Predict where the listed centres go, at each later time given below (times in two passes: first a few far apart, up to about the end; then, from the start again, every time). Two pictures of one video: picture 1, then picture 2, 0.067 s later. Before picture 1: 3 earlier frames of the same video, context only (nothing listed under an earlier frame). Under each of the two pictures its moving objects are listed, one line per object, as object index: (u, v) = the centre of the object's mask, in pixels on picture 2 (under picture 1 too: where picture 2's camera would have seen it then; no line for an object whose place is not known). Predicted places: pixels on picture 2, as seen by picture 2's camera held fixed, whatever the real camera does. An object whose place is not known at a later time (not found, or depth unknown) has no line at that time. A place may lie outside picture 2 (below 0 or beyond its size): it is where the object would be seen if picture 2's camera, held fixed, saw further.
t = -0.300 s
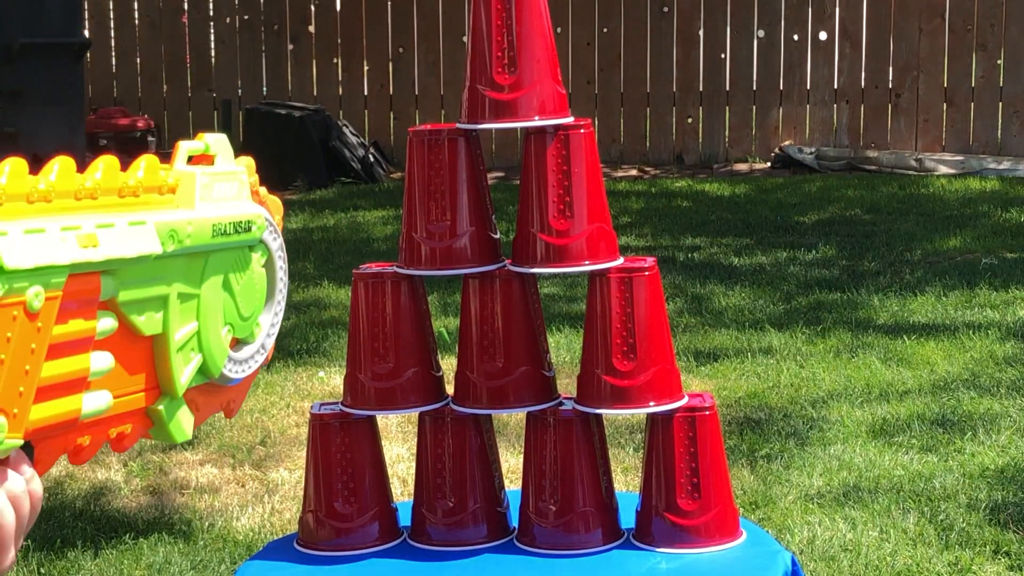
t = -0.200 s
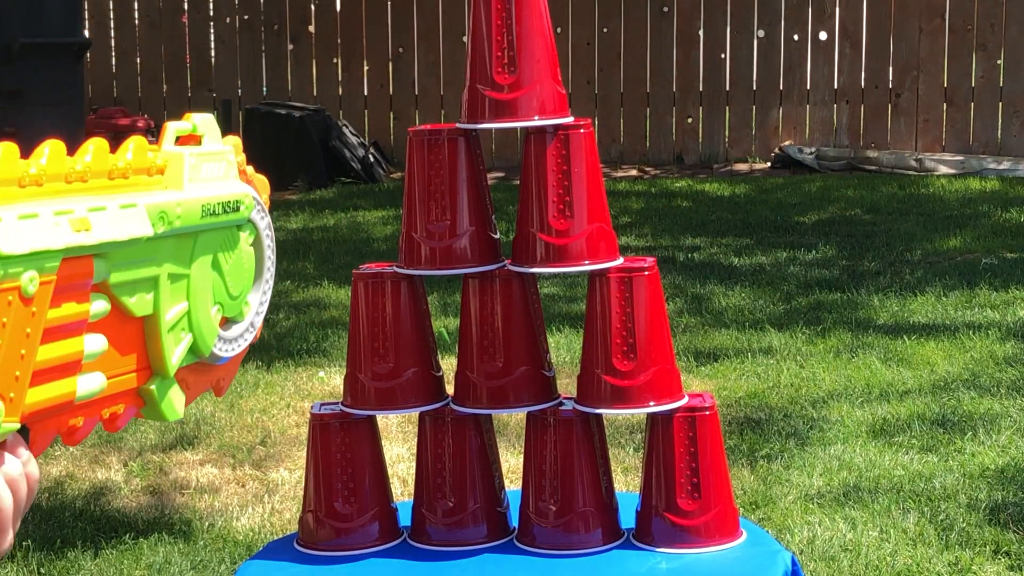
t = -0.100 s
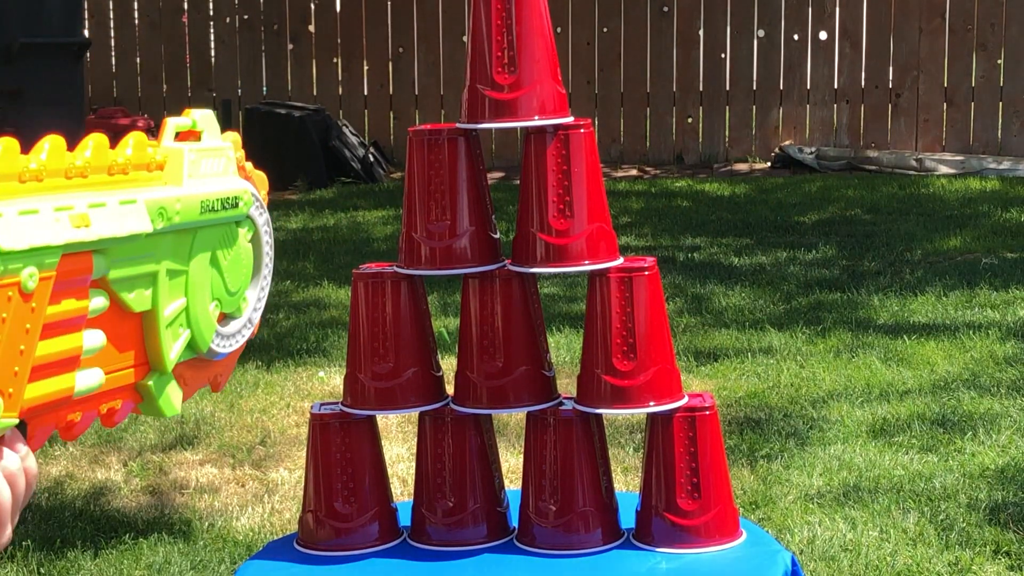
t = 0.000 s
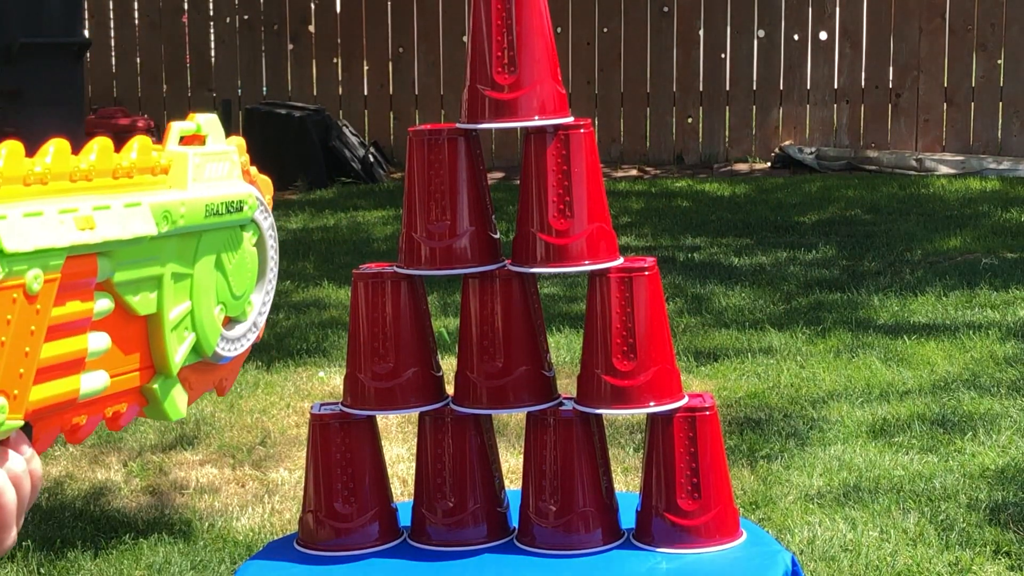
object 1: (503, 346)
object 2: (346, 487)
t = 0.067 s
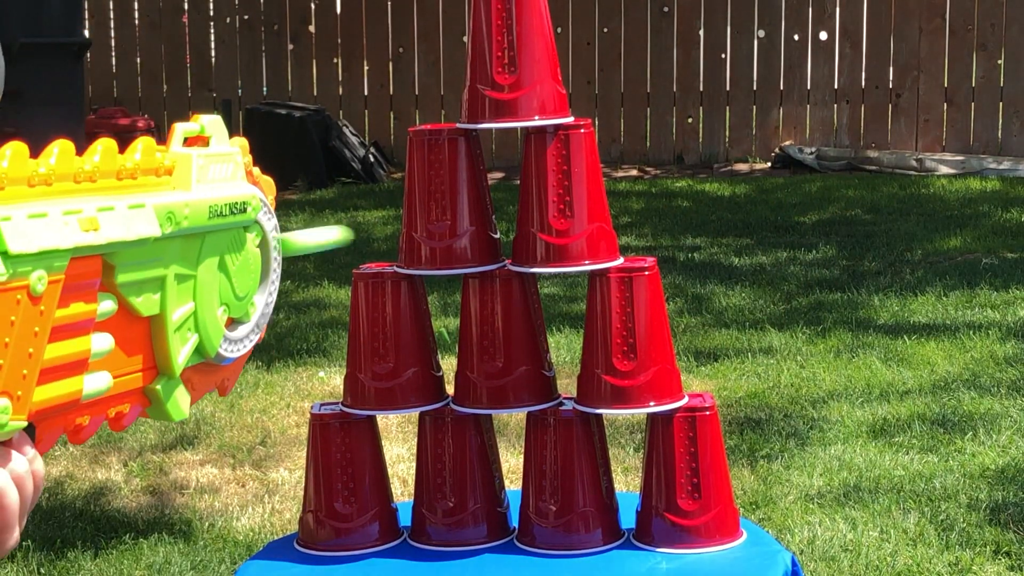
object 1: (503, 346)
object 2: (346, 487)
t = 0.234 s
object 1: (503, 345)
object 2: (346, 487)
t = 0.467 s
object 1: (503, 344)
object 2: (346, 487)
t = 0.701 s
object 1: (503, 342)
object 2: (346, 487)
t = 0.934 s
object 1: (503, 341)
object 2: (346, 487)
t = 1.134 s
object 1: (502, 341)
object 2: (348, 494)
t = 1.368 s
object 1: (503, 341)
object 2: (346, 486)
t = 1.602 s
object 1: (502, 341)
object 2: (346, 486)
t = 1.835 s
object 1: (502, 341)
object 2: (346, 487)
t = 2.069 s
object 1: (502, 341)
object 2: (346, 486)
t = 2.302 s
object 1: (502, 341)
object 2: (346, 487)
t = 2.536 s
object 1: (502, 341)
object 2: (346, 487)
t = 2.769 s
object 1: (502, 341)
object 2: (346, 486)
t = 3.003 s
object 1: (502, 341)
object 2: (346, 486)
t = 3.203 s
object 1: (513, 325)
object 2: (346, 483)
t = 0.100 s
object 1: (503, 346)
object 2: (346, 487)
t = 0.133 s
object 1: (503, 346)
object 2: (346, 487)
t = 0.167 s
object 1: (503, 345)
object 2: (346, 487)
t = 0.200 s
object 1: (503, 345)
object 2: (346, 487)
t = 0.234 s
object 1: (503, 345)
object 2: (346, 487)
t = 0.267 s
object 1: (503, 344)
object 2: (346, 487)
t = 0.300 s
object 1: (503, 344)
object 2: (346, 487)
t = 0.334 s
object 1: (503, 344)
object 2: (346, 487)
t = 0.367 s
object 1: (503, 344)
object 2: (346, 487)
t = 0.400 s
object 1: (503, 344)
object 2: (346, 487)
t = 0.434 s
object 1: (503, 344)
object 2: (346, 487)
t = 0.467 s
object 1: (503, 344)
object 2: (346, 487)
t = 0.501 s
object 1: (503, 344)
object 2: (346, 487)
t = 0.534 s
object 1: (503, 344)
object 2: (346, 487)
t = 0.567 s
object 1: (503, 344)
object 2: (346, 487)
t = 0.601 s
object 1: (503, 344)
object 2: (346, 487)
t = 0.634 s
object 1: (503, 343)
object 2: (346, 487)
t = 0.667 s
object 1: (503, 343)
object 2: (346, 487)
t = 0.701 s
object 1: (503, 342)
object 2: (346, 487)
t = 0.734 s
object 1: (503, 342)
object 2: (346, 487)
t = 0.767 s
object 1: (503, 341)
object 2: (346, 487)
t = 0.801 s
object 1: (503, 341)
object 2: (346, 487)
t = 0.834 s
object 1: (502, 341)
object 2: (346, 487)
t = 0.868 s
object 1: (502, 341)
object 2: (346, 487)
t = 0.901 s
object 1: (502, 341)
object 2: (346, 487)
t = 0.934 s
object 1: (503, 341)
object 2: (346, 487)
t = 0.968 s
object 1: (503, 341)
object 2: (346, 487)
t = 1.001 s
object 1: (503, 341)
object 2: (346, 487)
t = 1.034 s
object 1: (502, 341)
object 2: (346, 487)
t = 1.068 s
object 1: (502, 341)
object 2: (346, 487)
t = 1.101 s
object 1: (503, 341)
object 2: (346, 487)
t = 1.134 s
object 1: (502, 341)
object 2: (348, 494)
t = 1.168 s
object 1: (503, 341)
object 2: (350, 497)
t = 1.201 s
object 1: (502, 341)
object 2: (352, 491)
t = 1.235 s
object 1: (502, 341)
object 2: (346, 486)
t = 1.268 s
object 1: (503, 341)
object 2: (346, 486)
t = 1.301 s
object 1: (503, 341)
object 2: (346, 486)
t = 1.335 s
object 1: (503, 341)
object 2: (346, 486)
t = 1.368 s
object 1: (503, 341)
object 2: (346, 486)
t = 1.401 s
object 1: (503, 341)
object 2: (346, 486)
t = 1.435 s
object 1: (503, 341)
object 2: (346, 486)
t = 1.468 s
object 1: (502, 341)
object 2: (346, 486)
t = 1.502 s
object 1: (502, 341)
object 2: (346, 486)
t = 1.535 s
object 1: (502, 341)
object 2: (346, 486)
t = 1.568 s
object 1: (502, 341)
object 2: (346, 486)
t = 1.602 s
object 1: (502, 341)
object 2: (346, 486)
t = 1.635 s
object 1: (502, 341)
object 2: (346, 486)
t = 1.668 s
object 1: (502, 341)
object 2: (346, 486)
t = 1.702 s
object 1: (502, 341)
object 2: (346, 486)
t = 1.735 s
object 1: (502, 341)
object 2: (346, 486)
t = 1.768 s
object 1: (502, 341)
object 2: (346, 486)
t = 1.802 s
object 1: (502, 341)
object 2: (346, 486)
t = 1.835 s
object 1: (502, 341)
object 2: (346, 487)
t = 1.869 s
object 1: (502, 341)
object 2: (345, 486)
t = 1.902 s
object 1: (502, 341)
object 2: (345, 487)
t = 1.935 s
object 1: (502, 341)
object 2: (345, 487)
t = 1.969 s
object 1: (502, 341)
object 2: (346, 486)
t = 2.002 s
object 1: (502, 341)
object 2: (346, 486)
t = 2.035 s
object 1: (502, 341)
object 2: (345, 486)
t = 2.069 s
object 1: (502, 341)
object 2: (346, 486)
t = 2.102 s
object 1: (502, 341)
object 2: (346, 486)
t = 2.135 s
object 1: (502, 341)
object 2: (346, 486)
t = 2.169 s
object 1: (502, 341)
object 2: (345, 486)
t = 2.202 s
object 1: (502, 341)
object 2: (346, 486)
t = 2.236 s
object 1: (502, 341)
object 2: (346, 487)
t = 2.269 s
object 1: (502, 341)
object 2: (346, 487)
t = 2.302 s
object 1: (502, 341)
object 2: (346, 487)
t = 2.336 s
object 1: (502, 341)
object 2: (346, 487)
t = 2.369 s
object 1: (502, 341)
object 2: (346, 487)
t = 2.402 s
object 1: (502, 341)
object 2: (346, 487)
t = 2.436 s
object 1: (502, 341)
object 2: (346, 486)
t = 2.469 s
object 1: (502, 341)
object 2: (346, 487)
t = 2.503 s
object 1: (502, 341)
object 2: (346, 486)
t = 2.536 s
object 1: (502, 341)
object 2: (346, 487)
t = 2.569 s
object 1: (502, 341)
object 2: (346, 486)
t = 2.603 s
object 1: (502, 341)
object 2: (346, 486)
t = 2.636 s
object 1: (502, 341)
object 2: (346, 486)
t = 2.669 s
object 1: (502, 341)
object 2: (346, 486)
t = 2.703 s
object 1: (502, 341)
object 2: (346, 486)
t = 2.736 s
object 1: (502, 341)
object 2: (346, 486)
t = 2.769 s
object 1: (502, 341)
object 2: (346, 486)
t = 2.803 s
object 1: (502, 341)
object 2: (346, 486)
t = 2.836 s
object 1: (502, 341)
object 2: (345, 486)
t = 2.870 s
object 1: (502, 341)
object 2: (345, 486)
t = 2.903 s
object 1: (502, 341)
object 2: (345, 486)
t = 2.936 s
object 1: (502, 341)
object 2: (346, 486)
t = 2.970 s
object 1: (502, 341)
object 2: (345, 486)
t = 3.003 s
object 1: (502, 341)
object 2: (346, 486)
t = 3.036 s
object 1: (502, 341)
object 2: (346, 486)
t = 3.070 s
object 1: (502, 341)
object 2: (346, 486)
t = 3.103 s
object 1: (502, 341)
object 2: (346, 487)
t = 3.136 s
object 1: (502, 341)
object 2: (345, 486)
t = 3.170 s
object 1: (503, 341)
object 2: (346, 487)
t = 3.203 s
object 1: (513, 325)
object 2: (346, 483)
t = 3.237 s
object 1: (529, 317)
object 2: (346, 484)
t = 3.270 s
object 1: (541, 320)
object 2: (346, 484)
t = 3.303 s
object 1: (546, 315)
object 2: (346, 484)
